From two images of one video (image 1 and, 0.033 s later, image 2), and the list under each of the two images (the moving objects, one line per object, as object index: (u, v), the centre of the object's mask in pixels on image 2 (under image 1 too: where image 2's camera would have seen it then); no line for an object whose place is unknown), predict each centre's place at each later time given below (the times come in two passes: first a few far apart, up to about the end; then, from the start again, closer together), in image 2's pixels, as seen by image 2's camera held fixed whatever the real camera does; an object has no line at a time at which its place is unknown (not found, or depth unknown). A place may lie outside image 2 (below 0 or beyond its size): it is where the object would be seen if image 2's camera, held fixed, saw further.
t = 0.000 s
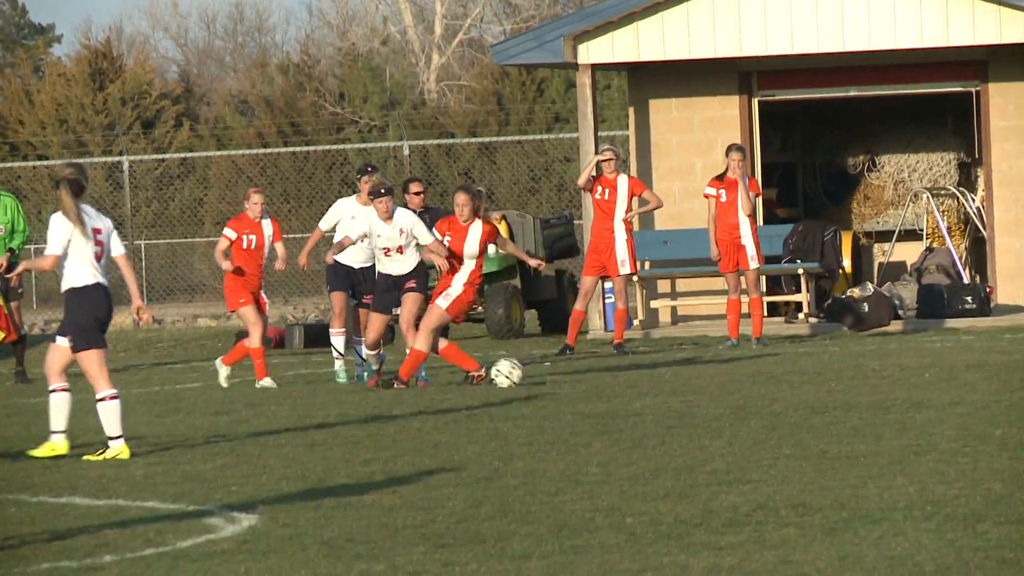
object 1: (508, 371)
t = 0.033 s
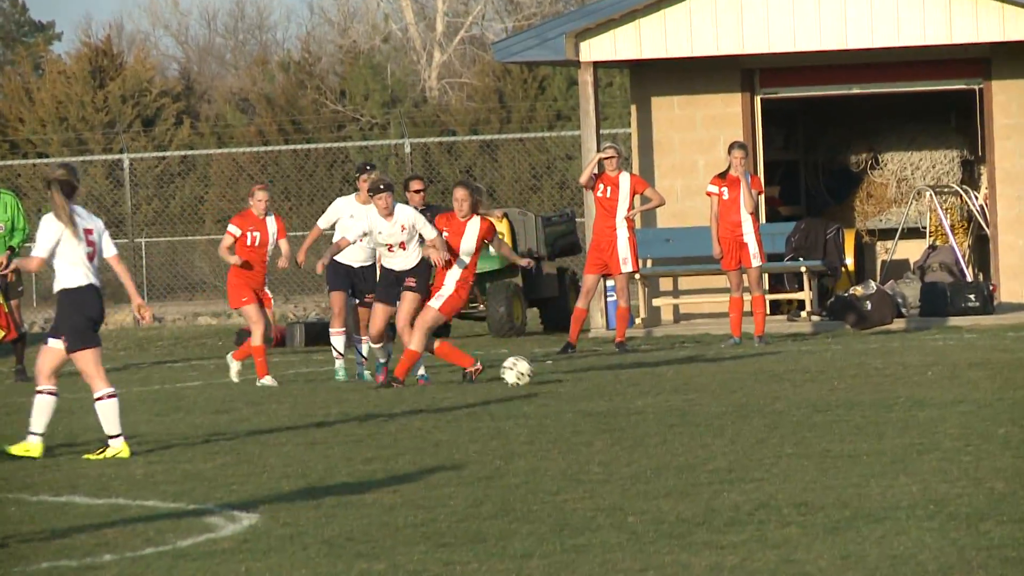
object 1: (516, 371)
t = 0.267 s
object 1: (568, 370)
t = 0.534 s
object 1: (623, 372)
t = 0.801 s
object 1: (680, 375)
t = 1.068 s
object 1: (736, 379)
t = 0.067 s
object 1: (524, 369)
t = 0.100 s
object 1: (531, 366)
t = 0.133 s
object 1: (539, 365)
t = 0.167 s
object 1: (546, 365)
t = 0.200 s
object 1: (554, 368)
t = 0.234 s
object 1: (561, 372)
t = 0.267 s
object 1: (568, 370)
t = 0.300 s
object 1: (575, 364)
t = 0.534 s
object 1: (623, 372)
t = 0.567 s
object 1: (630, 369)
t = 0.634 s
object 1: (644, 367)
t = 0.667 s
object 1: (651, 369)
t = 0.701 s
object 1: (658, 373)
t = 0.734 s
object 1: (665, 377)
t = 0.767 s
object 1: (673, 377)
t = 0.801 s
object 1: (680, 375)
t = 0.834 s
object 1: (688, 375)
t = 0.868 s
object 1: (695, 377)
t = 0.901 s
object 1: (702, 378)
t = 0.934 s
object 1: (709, 375)
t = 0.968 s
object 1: (715, 373)
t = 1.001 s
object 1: (722, 374)
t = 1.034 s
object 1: (729, 375)
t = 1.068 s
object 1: (736, 379)
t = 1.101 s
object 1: (742, 379)
